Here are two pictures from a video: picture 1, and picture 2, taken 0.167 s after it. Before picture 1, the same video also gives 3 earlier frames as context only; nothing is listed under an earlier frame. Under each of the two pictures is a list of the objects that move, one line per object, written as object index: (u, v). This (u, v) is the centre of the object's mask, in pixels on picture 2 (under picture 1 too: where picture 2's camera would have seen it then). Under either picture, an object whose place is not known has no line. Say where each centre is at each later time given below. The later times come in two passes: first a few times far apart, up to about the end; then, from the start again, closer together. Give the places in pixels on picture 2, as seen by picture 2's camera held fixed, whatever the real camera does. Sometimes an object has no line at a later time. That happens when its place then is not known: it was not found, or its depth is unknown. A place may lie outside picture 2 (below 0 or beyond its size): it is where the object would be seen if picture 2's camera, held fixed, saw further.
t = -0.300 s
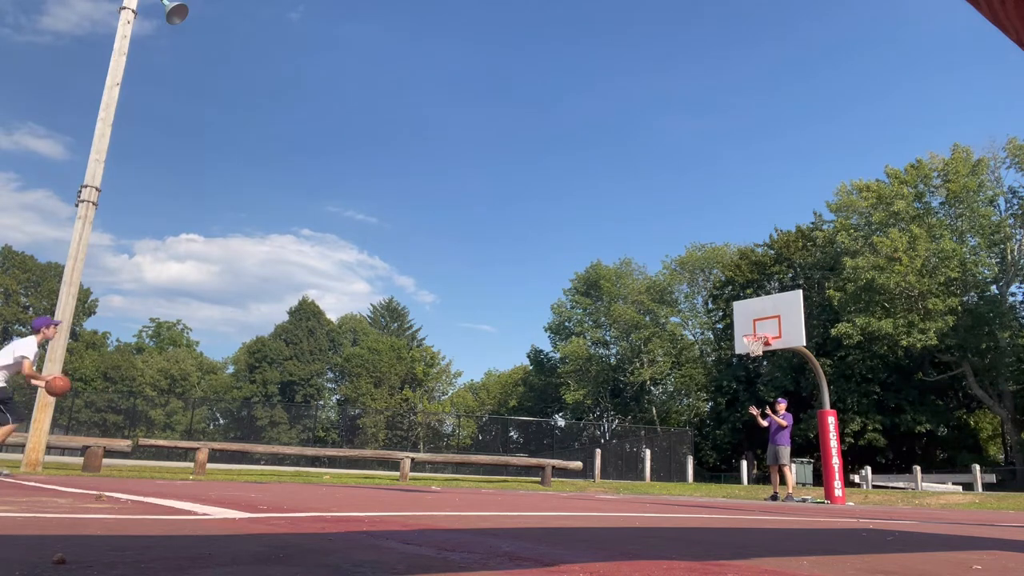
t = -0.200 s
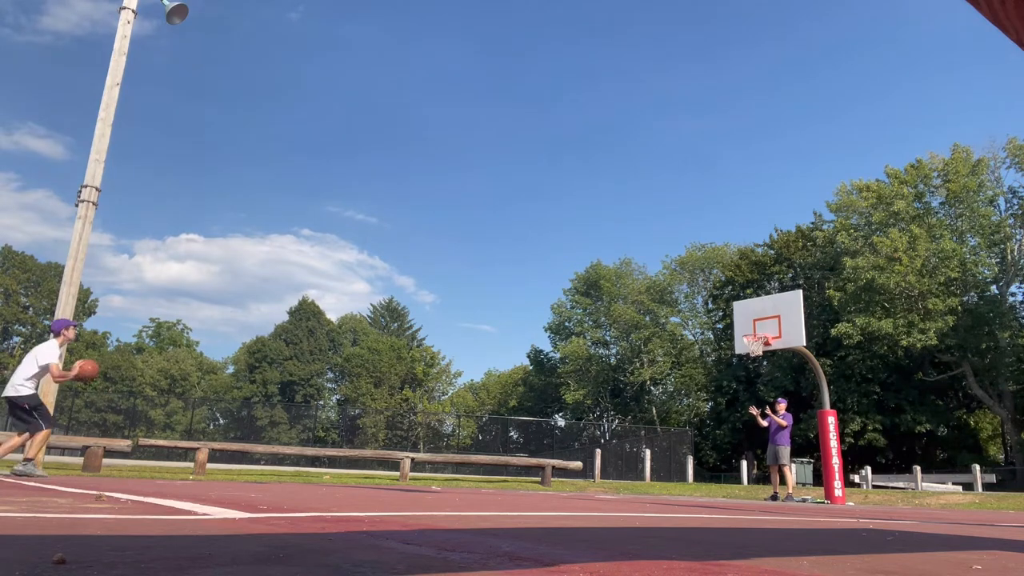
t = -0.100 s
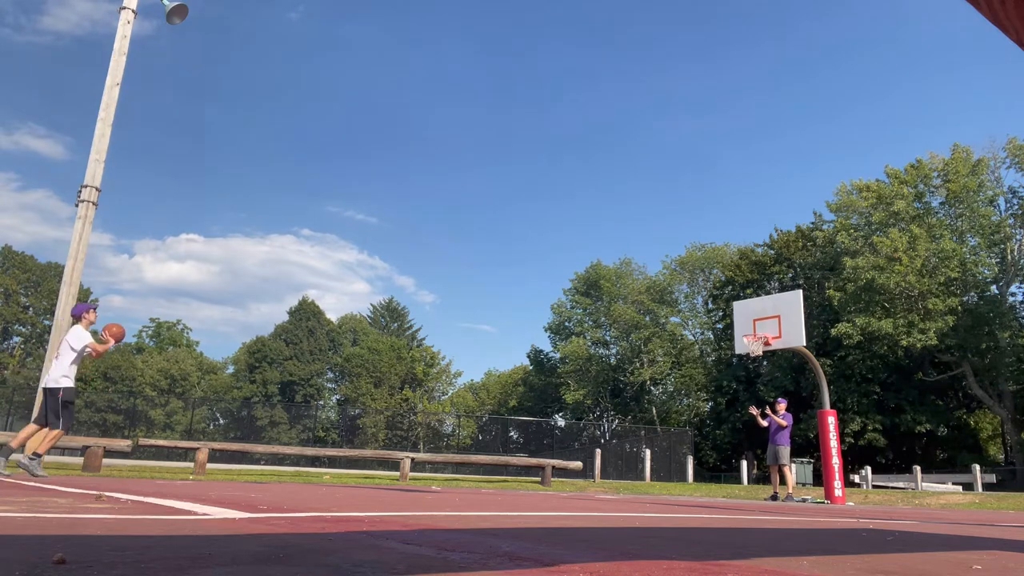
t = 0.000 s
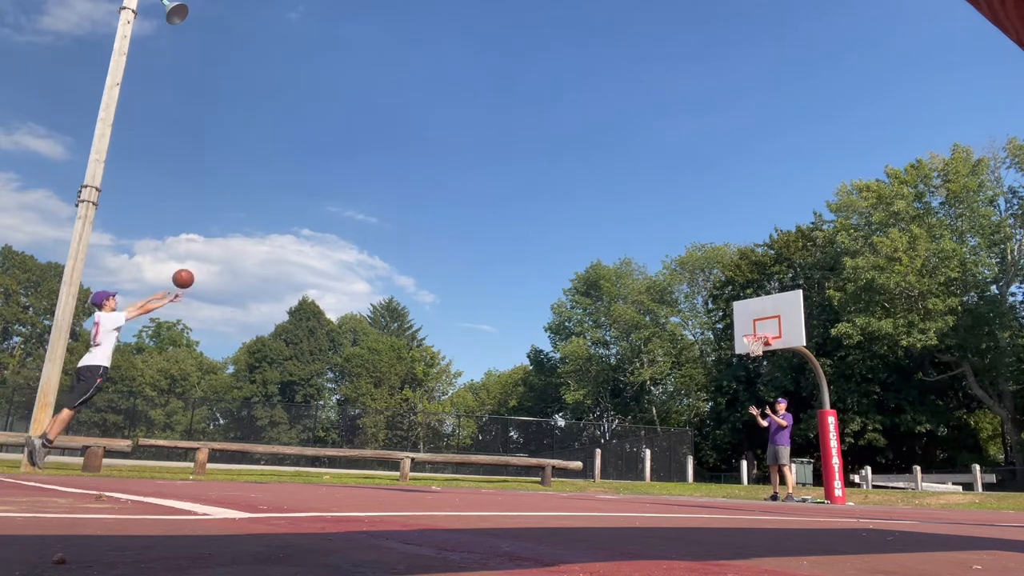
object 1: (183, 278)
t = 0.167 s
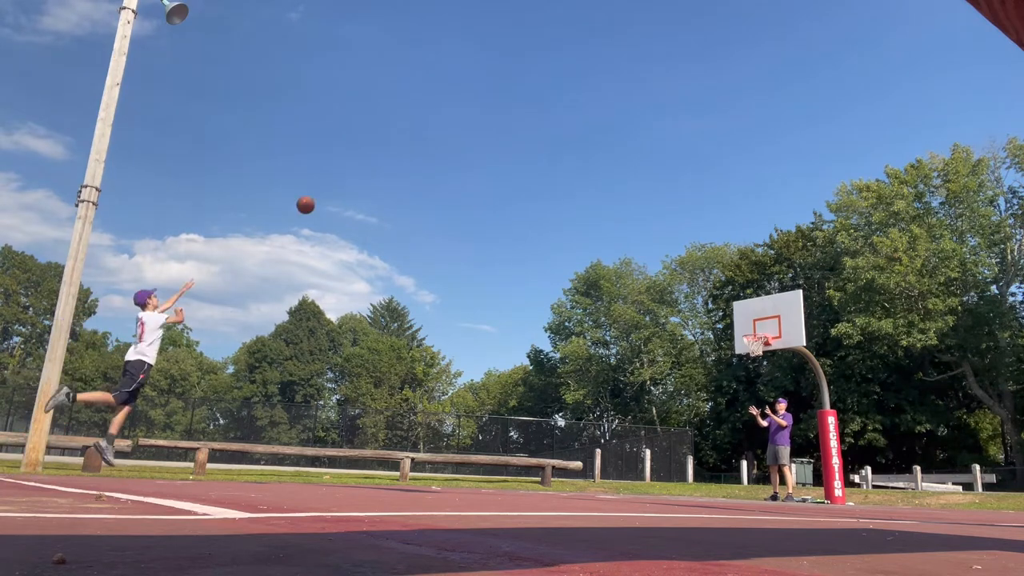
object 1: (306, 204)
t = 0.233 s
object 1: (345, 185)
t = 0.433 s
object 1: (445, 152)
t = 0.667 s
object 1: (537, 150)
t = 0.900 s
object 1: (611, 177)
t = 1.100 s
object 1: (666, 218)
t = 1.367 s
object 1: (732, 297)
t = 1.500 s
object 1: (756, 344)
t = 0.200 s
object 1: (326, 194)
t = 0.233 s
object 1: (345, 185)
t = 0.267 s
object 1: (364, 177)
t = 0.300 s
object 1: (381, 171)
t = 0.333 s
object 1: (398, 164)
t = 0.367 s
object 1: (415, 160)
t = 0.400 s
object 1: (430, 155)
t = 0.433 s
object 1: (445, 152)
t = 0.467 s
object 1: (460, 150)
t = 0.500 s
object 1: (474, 148)
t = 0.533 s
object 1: (487, 147)
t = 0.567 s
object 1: (500, 147)
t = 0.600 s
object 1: (513, 148)
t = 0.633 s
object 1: (525, 149)
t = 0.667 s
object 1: (537, 150)
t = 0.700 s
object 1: (548, 152)
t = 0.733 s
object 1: (560, 155)
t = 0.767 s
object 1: (570, 159)
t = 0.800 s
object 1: (581, 162)
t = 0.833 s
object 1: (591, 167)
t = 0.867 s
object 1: (601, 171)
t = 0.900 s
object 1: (611, 177)
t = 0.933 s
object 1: (621, 183)
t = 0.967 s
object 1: (630, 189)
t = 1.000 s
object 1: (639, 196)
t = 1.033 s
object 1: (648, 203)
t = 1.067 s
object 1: (657, 210)
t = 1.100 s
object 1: (666, 218)
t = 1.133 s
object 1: (675, 227)
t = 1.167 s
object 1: (683, 236)
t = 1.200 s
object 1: (691, 245)
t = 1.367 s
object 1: (732, 297)
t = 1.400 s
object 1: (738, 309)
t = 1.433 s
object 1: (745, 322)
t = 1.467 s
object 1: (752, 334)
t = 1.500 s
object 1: (756, 344)
